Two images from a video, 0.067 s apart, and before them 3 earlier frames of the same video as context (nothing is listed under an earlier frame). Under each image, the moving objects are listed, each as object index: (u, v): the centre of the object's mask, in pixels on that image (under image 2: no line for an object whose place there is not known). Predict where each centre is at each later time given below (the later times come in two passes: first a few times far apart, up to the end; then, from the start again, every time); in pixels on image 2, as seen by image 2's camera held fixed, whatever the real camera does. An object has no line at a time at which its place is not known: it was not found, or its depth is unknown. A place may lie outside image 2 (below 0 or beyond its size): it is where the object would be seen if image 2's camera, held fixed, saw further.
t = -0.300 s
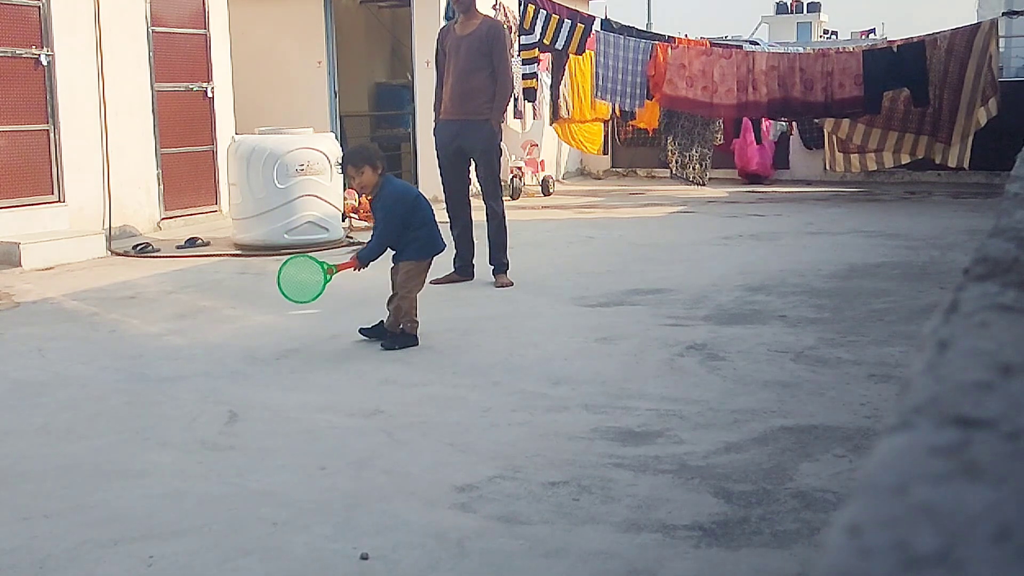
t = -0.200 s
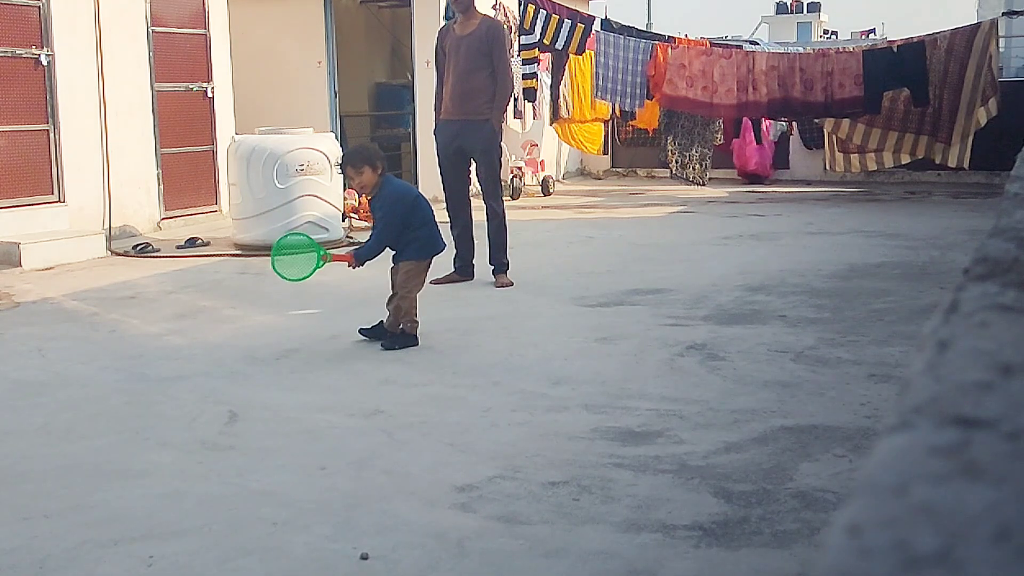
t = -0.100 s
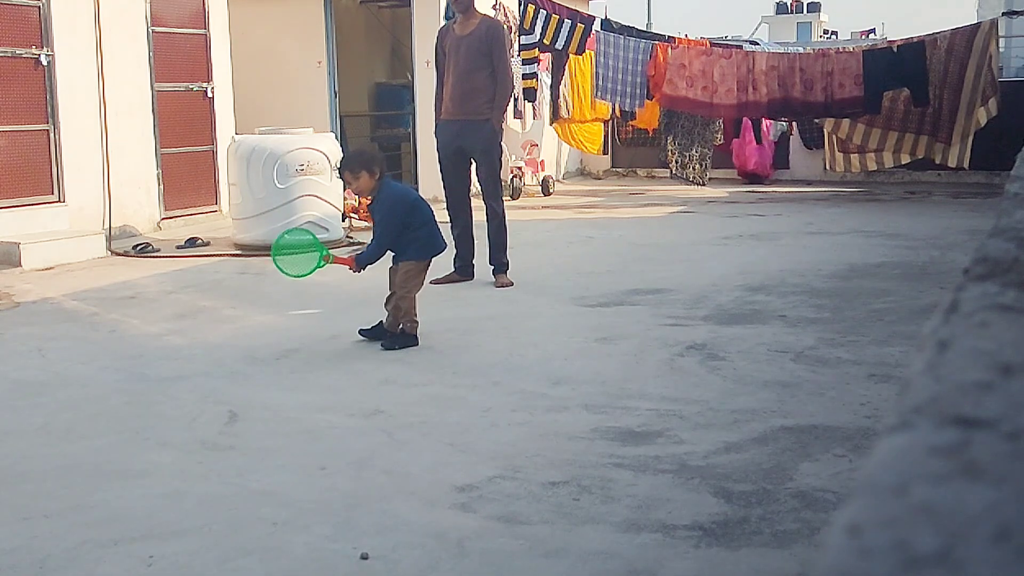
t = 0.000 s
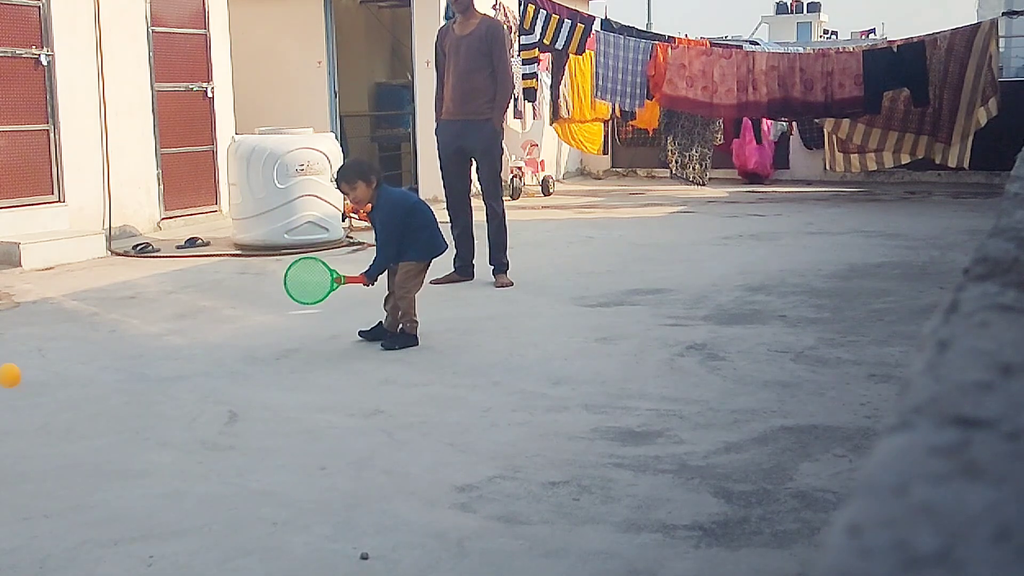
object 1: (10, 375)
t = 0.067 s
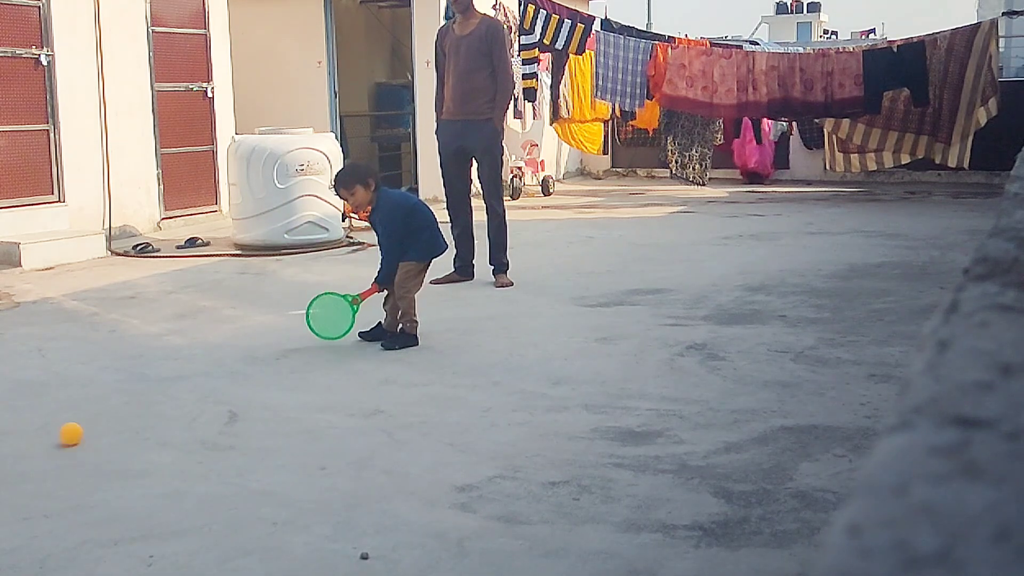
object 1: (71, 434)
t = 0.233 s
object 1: (151, 279)
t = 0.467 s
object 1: (239, 247)
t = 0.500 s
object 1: (251, 254)
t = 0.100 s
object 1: (87, 396)
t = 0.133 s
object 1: (101, 362)
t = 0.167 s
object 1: (115, 333)
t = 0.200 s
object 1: (130, 308)
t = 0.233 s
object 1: (151, 279)
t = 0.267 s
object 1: (165, 264)
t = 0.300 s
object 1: (179, 253)
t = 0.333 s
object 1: (193, 246)
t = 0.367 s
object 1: (199, 244)
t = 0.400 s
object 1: (212, 242)
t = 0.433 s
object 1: (226, 243)
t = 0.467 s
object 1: (239, 247)
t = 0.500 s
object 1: (251, 254)
